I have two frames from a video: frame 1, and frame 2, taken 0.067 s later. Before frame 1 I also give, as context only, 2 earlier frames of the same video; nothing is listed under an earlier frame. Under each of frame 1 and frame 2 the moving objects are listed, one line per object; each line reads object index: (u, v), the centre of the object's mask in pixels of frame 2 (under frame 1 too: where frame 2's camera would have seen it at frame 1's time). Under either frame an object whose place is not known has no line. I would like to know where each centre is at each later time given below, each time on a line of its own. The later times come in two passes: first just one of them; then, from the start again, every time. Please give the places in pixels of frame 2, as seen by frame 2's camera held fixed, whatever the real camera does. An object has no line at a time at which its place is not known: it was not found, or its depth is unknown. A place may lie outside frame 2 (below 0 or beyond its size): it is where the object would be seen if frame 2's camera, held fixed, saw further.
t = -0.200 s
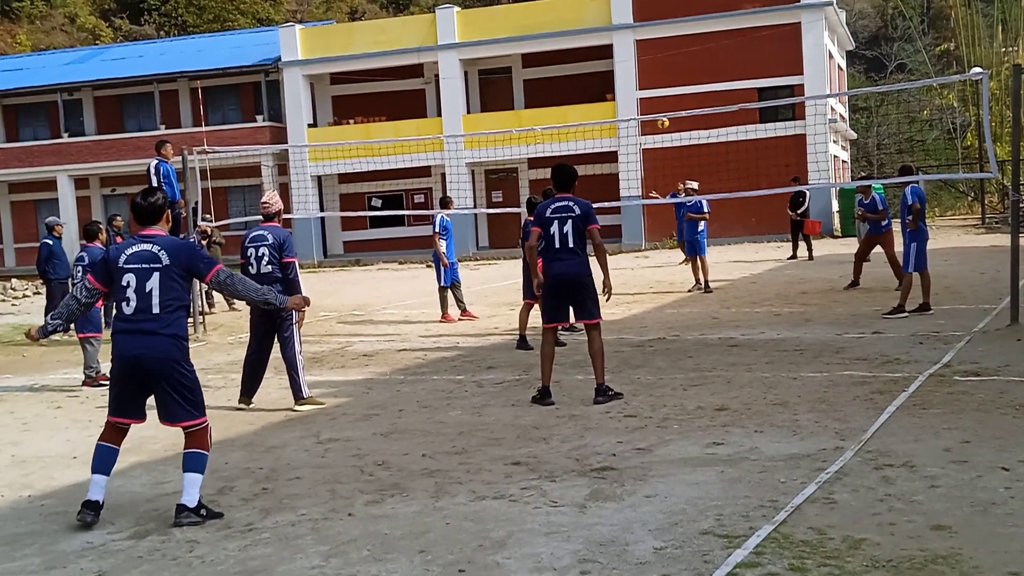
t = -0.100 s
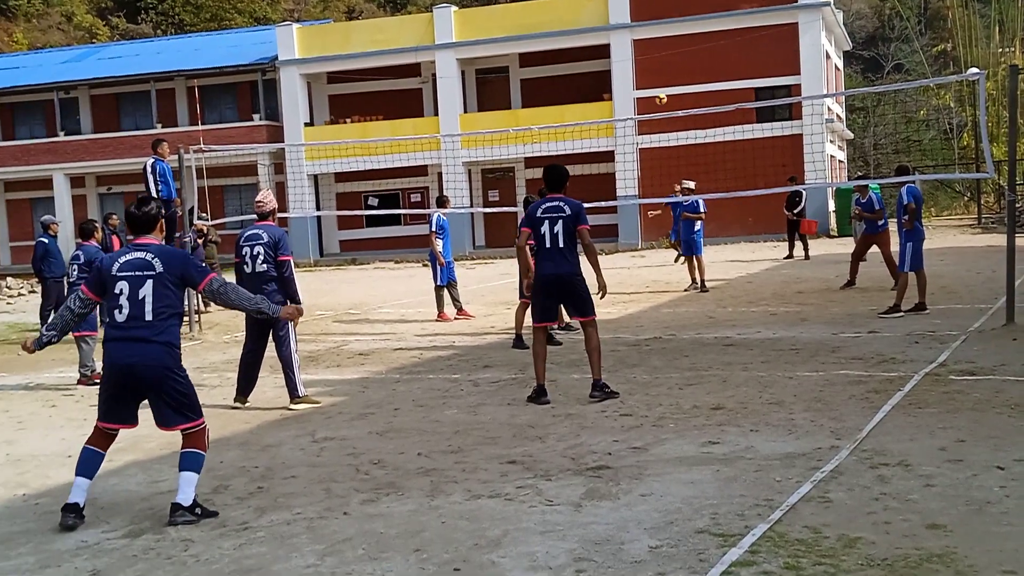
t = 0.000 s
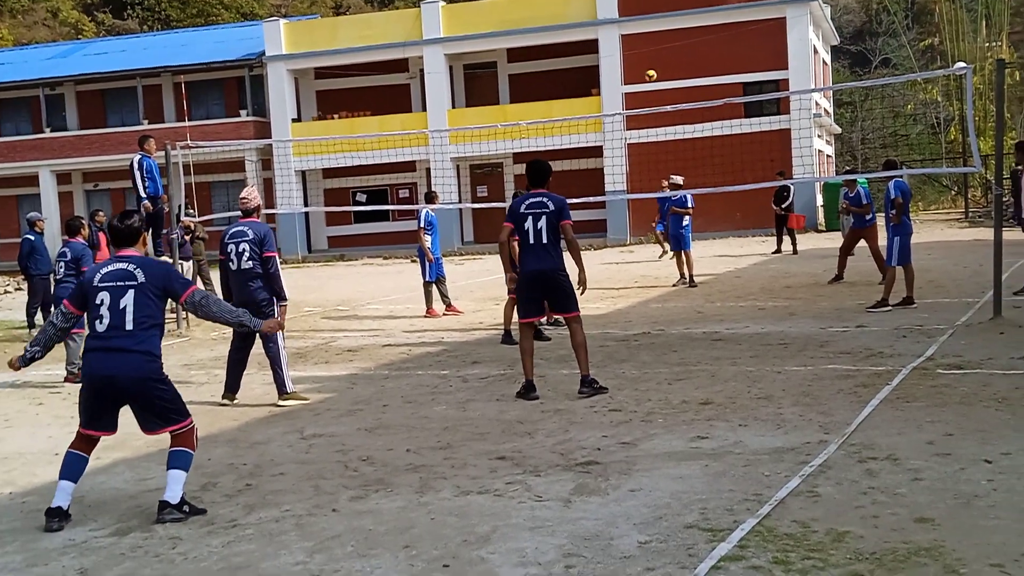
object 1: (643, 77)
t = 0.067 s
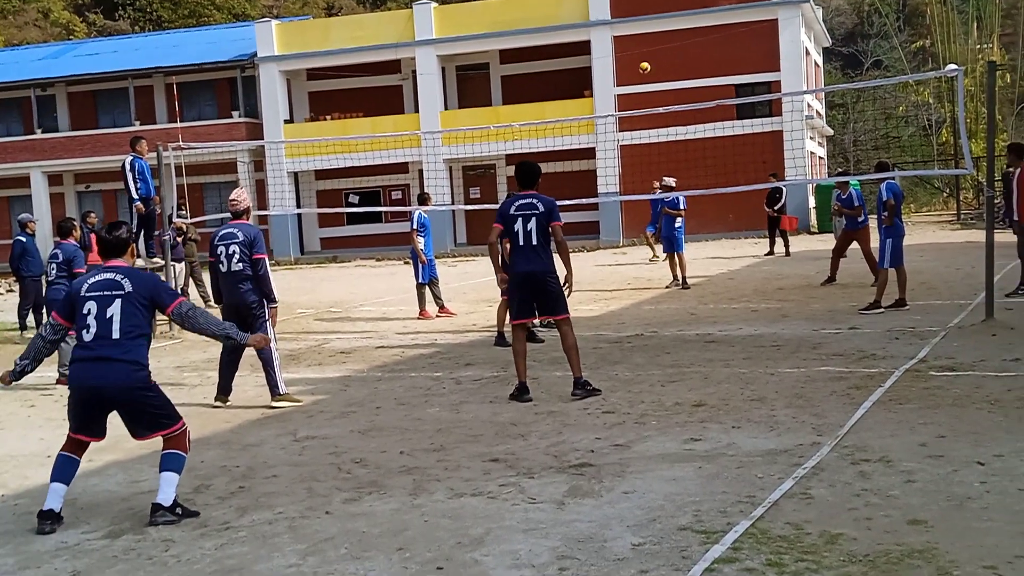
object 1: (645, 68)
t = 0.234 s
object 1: (648, 54)
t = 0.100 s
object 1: (645, 64)
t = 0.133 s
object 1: (646, 61)
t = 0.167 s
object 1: (647, 58)
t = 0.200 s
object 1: (647, 56)
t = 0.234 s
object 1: (648, 54)
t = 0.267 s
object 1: (649, 53)
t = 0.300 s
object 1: (650, 53)
